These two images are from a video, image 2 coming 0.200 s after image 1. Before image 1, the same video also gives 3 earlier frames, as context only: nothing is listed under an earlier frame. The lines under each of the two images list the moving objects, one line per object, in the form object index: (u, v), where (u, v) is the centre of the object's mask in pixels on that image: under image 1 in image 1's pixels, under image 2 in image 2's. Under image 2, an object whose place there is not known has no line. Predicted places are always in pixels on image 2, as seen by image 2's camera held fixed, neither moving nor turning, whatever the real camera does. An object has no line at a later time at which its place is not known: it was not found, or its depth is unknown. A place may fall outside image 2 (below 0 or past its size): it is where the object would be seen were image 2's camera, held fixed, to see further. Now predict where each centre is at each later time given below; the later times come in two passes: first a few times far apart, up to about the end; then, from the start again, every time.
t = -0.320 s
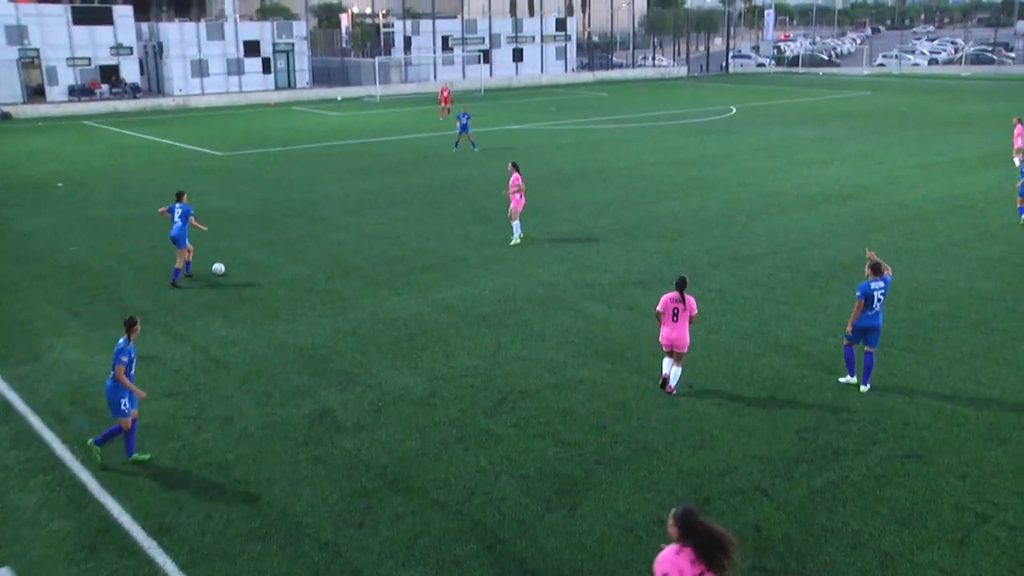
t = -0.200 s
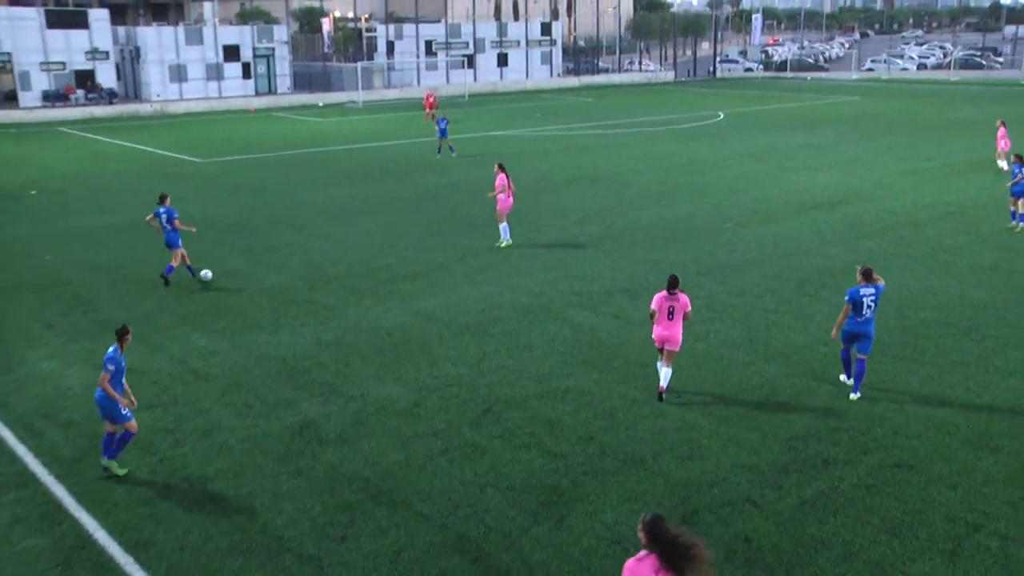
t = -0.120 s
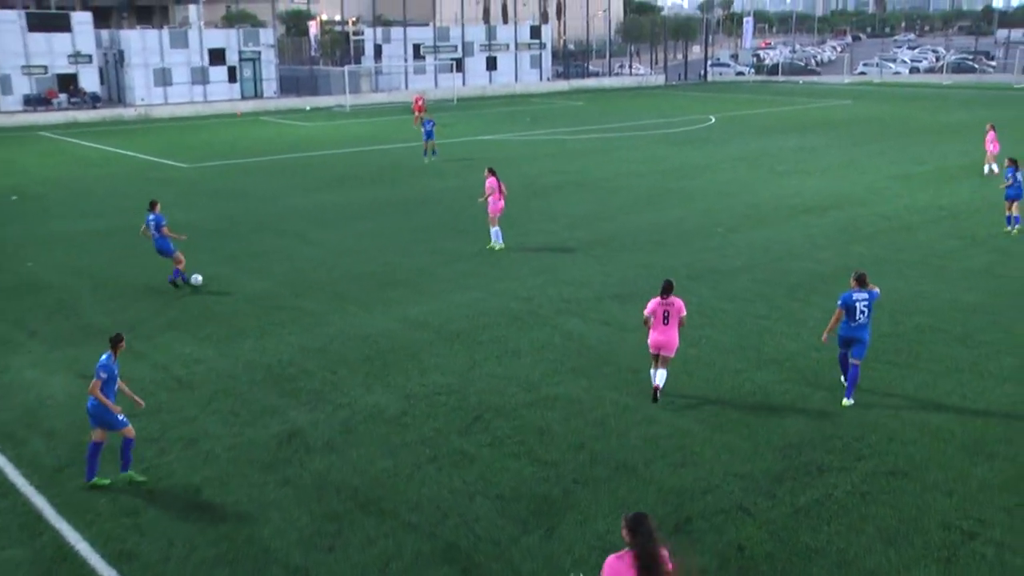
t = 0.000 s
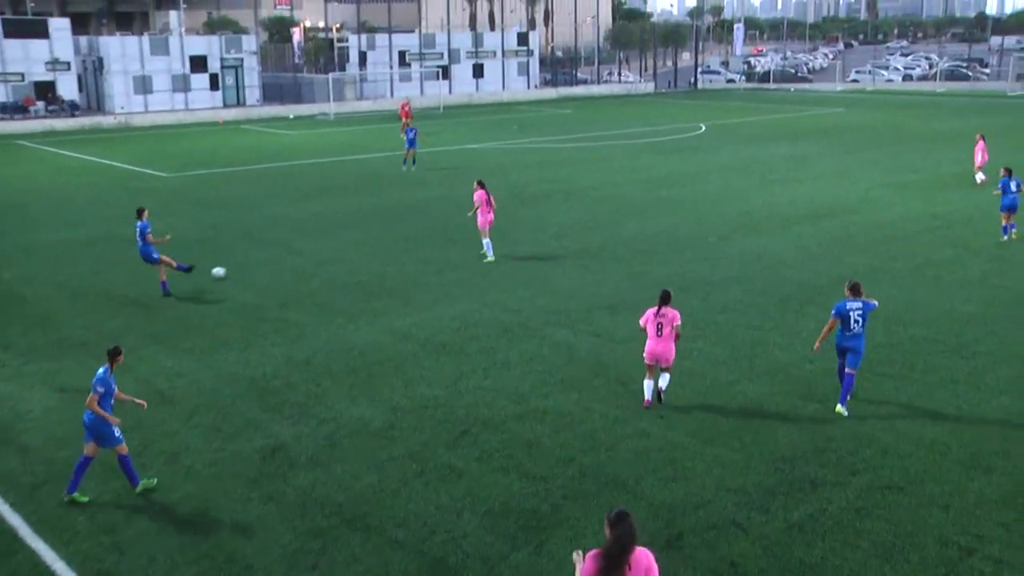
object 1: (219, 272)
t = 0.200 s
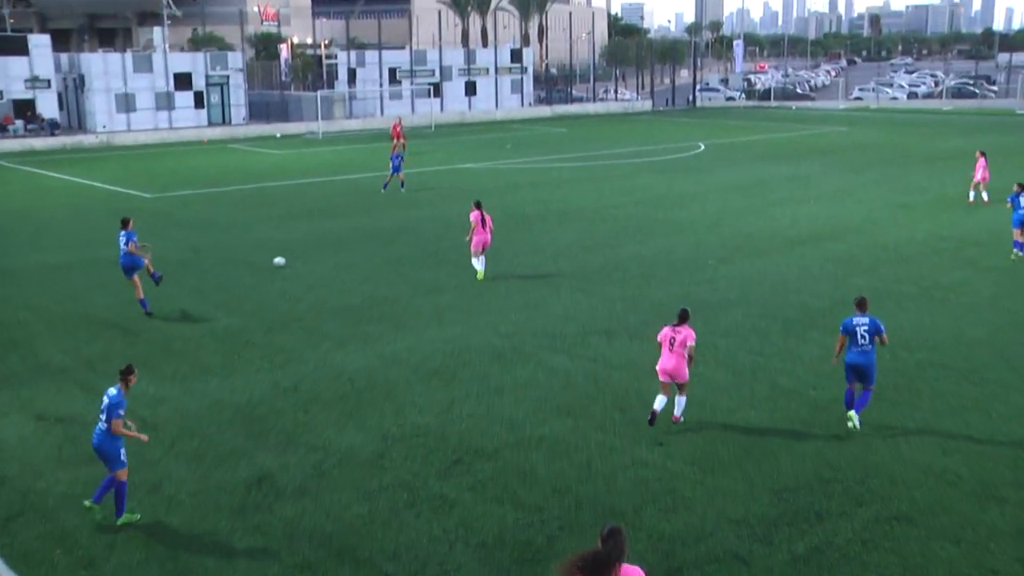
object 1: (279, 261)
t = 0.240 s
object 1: (290, 257)
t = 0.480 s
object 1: (340, 233)
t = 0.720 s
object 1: (371, 217)
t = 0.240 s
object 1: (290, 257)
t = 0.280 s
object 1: (300, 252)
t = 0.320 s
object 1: (309, 247)
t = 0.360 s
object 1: (317, 243)
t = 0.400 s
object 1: (326, 240)
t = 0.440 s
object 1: (333, 236)
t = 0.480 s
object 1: (340, 233)
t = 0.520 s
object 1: (346, 230)
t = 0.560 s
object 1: (352, 228)
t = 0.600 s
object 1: (357, 225)
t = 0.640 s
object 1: (362, 221)
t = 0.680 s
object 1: (367, 220)
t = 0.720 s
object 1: (371, 217)
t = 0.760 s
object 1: (374, 215)
